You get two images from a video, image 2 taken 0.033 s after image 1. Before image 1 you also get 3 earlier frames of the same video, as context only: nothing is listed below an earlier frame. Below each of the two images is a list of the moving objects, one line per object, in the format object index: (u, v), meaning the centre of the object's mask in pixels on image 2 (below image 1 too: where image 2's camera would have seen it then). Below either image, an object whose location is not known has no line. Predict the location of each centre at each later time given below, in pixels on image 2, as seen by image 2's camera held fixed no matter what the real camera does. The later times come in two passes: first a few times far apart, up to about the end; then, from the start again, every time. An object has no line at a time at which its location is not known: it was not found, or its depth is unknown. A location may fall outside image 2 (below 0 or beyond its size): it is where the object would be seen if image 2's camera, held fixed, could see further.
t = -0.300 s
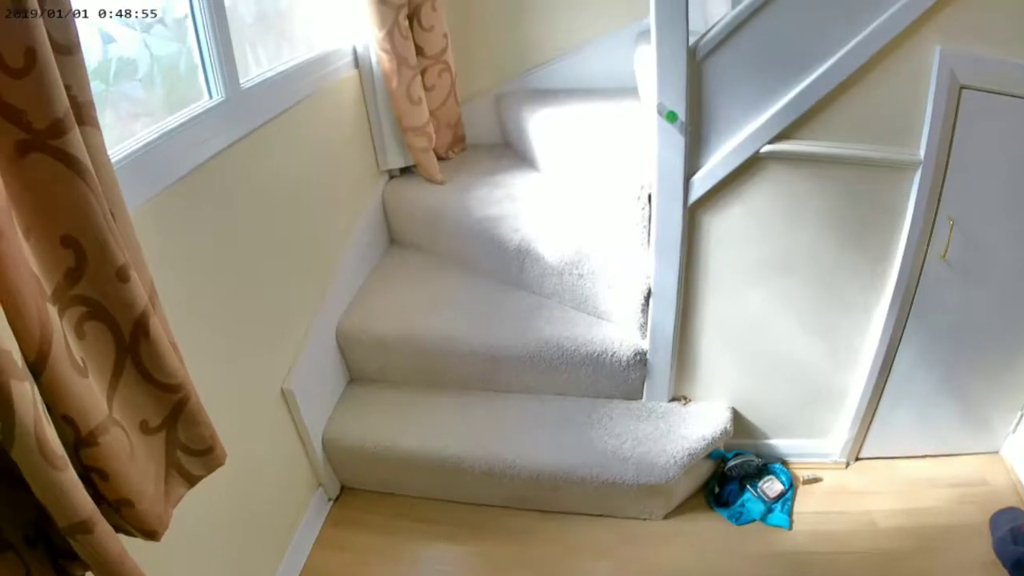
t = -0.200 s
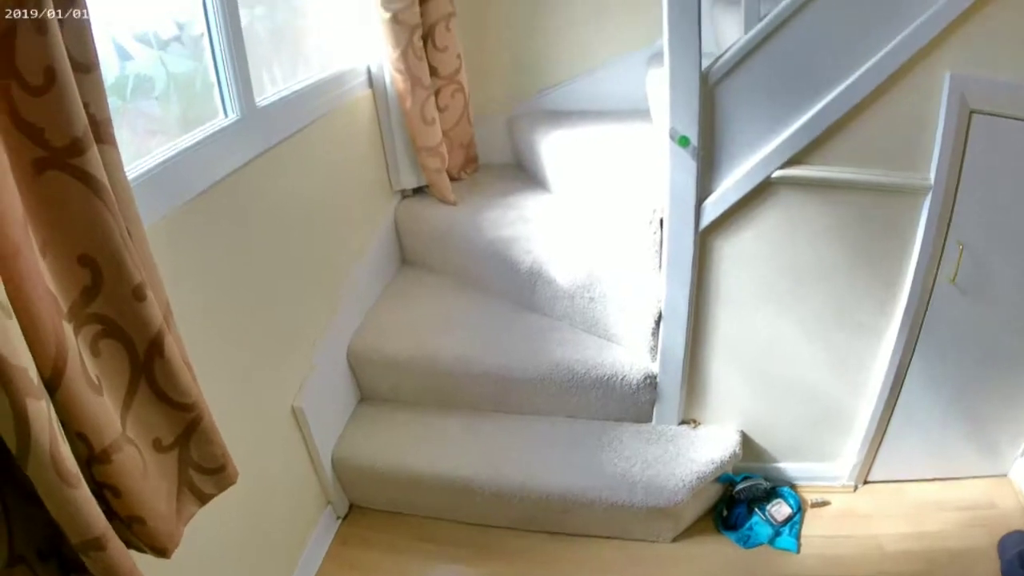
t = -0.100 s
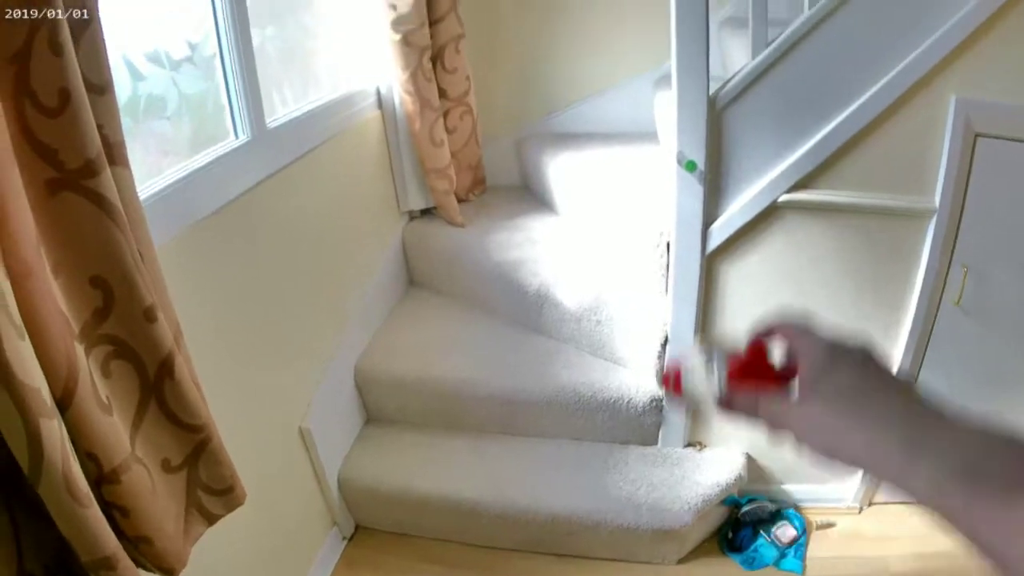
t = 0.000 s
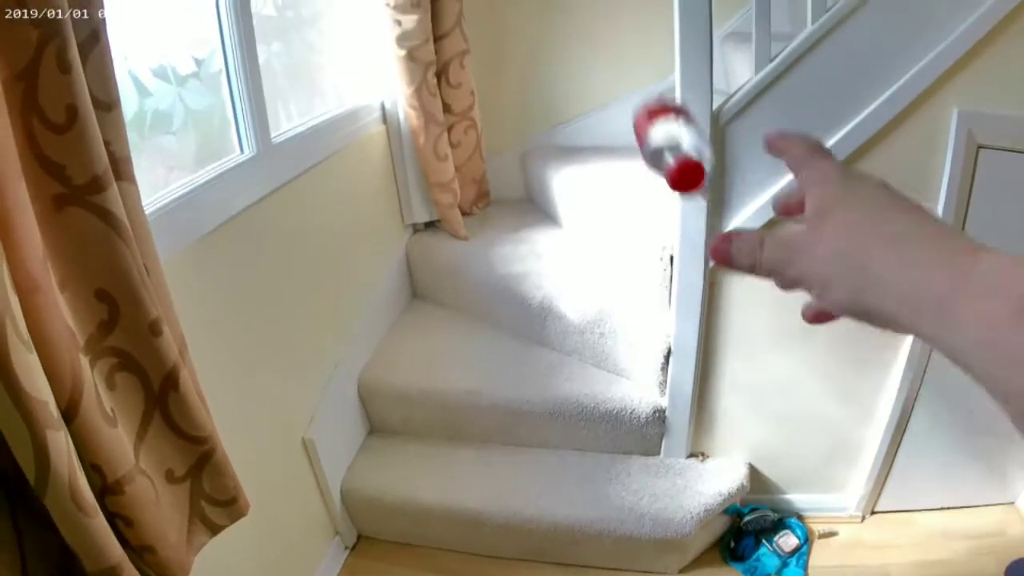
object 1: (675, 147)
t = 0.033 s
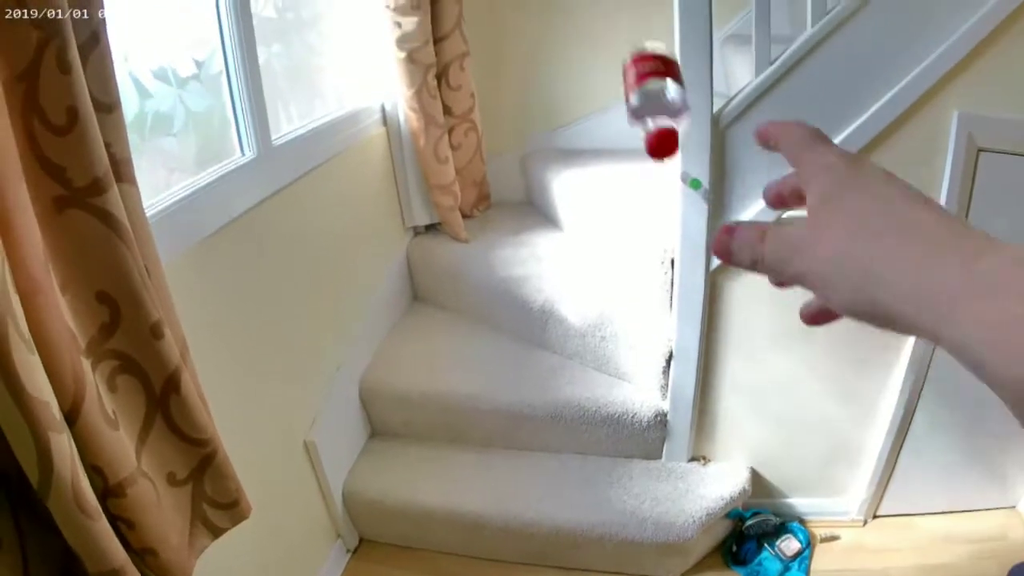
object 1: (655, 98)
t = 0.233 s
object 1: (600, 36)
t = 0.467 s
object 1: (576, 215)
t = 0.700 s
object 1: (568, 231)
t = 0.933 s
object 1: (558, 234)
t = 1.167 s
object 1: (558, 233)
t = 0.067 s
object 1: (641, 65)
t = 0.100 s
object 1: (629, 46)
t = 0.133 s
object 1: (619, 39)
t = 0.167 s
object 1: (610, 36)
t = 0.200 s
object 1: (603, 36)
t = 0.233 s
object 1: (600, 36)
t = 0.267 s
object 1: (595, 49)
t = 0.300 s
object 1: (591, 67)
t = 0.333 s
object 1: (588, 92)
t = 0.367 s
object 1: (584, 123)
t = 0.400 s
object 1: (581, 153)
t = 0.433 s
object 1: (577, 181)
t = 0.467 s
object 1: (576, 215)
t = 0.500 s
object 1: (585, 257)
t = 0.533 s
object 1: (582, 266)
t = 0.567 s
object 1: (592, 265)
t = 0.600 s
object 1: (581, 248)
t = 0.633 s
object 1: (576, 238)
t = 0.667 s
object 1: (571, 234)
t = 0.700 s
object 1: (568, 231)
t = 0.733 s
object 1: (563, 231)
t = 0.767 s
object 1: (561, 235)
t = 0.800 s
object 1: (560, 234)
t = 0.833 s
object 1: (559, 233)
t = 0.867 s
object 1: (559, 234)
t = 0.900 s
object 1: (559, 234)
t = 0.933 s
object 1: (558, 234)
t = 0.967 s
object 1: (558, 234)
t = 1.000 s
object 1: (557, 234)
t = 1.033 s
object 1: (557, 234)
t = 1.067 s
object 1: (556, 233)
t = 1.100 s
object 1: (557, 233)
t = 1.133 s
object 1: (558, 234)
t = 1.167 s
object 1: (558, 233)
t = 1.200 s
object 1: (558, 233)
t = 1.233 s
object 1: (557, 233)
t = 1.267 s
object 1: (558, 233)
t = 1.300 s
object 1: (557, 234)
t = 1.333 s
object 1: (557, 233)
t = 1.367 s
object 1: (557, 232)
